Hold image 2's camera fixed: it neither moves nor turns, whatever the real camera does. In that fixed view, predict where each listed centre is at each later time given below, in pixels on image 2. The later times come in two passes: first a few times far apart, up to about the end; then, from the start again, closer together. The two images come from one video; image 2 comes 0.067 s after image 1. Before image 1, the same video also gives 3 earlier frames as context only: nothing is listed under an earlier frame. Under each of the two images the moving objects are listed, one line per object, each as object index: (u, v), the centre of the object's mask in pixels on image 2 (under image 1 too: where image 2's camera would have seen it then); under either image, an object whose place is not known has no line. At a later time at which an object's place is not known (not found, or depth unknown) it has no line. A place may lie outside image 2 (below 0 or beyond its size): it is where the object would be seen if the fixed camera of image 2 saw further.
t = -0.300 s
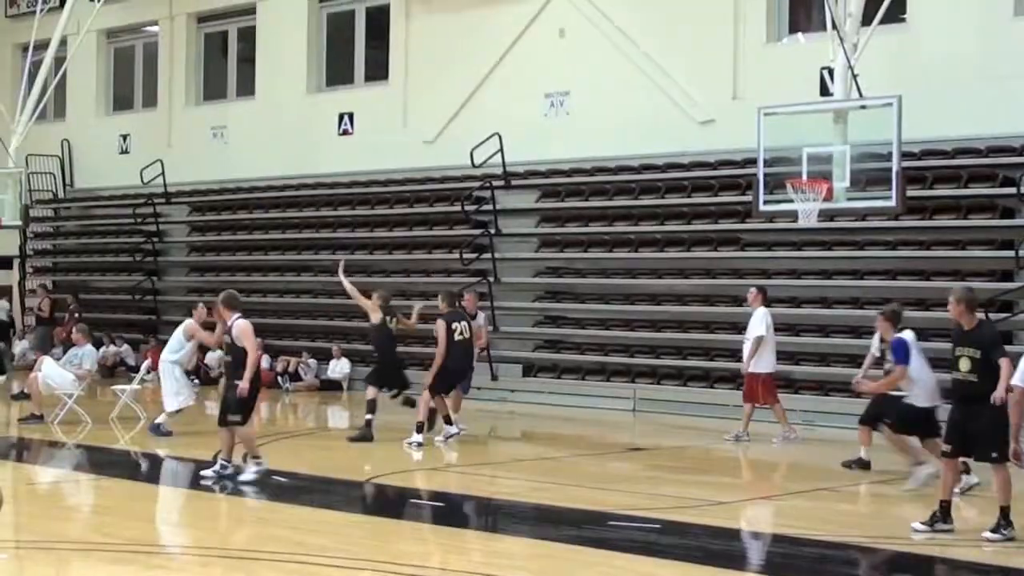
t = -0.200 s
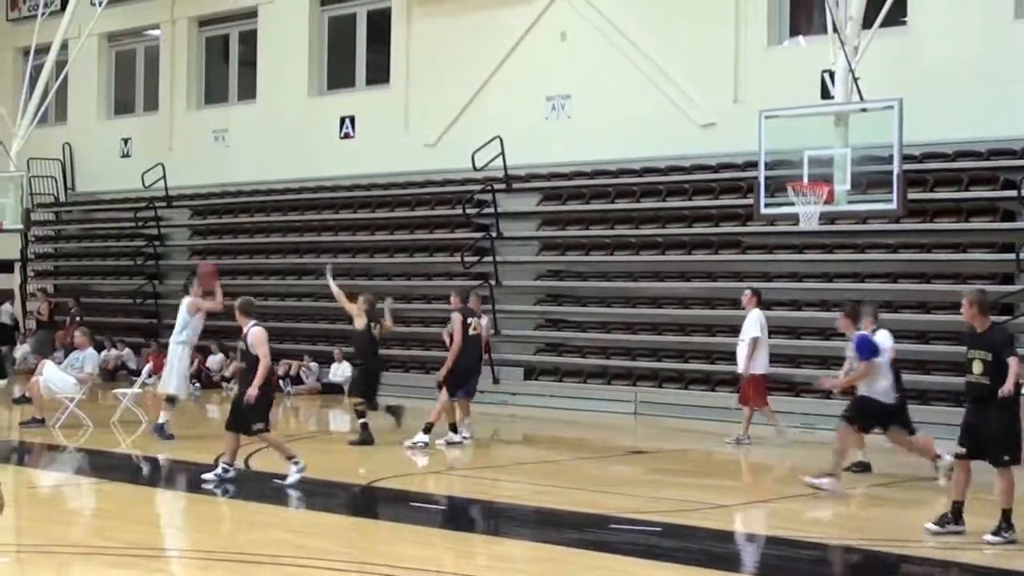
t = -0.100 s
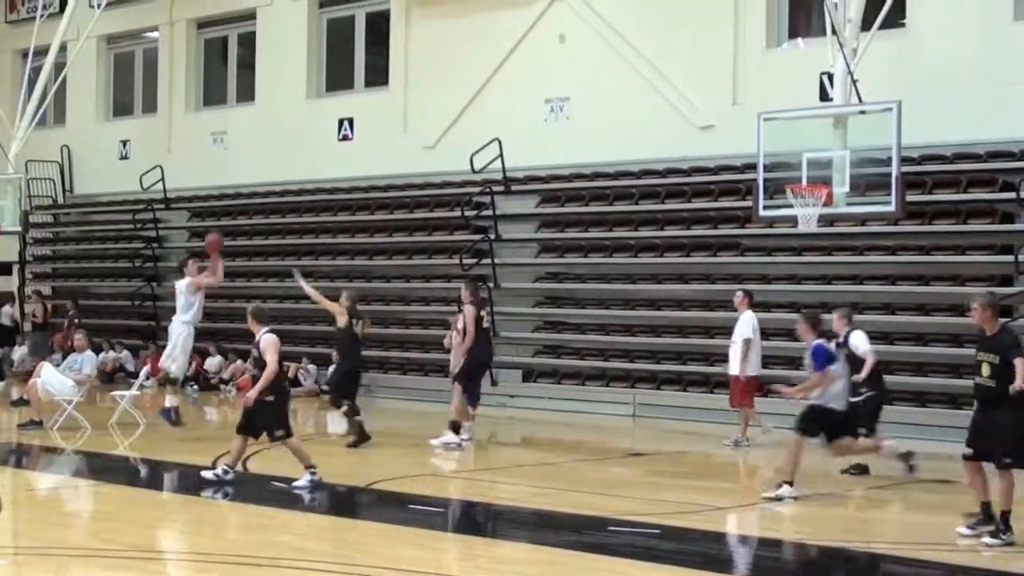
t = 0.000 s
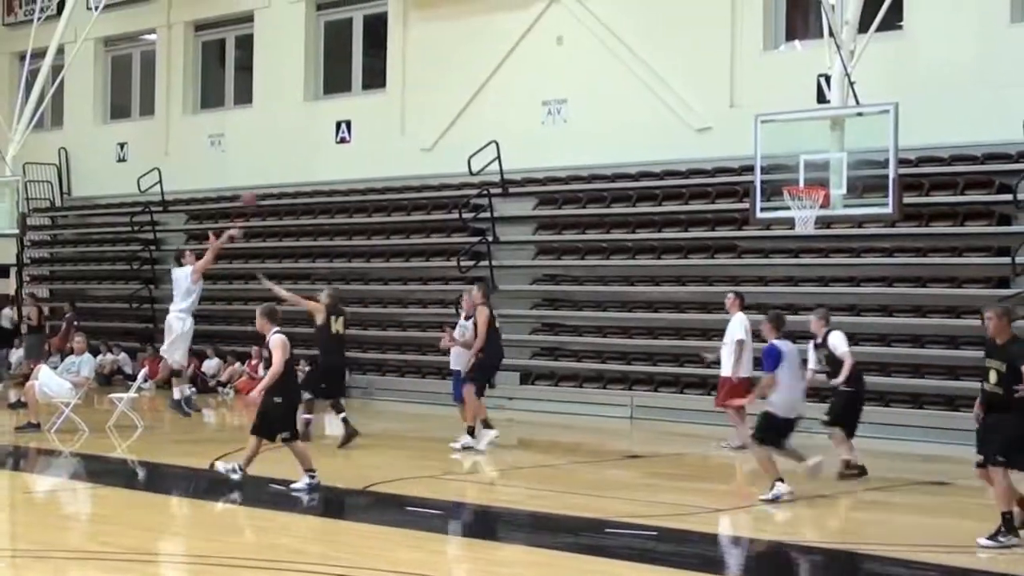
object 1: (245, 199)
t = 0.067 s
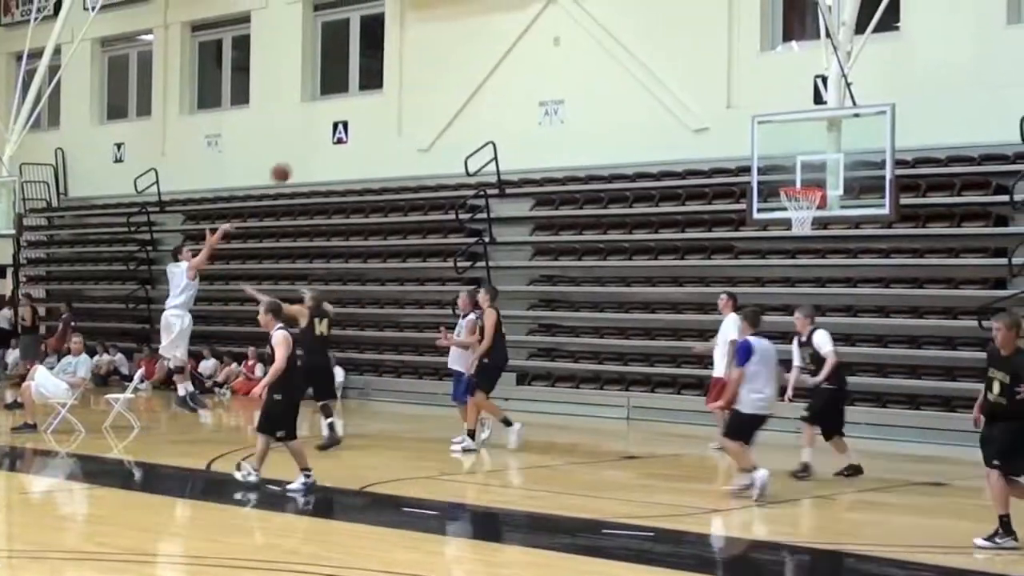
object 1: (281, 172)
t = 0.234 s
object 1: (364, 116)
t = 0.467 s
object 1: (484, 74)
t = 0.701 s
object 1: (605, 78)
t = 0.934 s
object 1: (729, 128)
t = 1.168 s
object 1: (807, 186)
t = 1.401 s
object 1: (794, 206)
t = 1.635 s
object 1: (796, 226)
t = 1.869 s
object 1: (807, 258)
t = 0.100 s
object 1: (297, 160)
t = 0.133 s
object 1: (314, 147)
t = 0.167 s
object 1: (329, 136)
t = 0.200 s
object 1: (348, 126)
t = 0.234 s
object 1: (364, 116)
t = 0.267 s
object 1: (381, 107)
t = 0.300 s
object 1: (398, 100)
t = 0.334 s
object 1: (415, 93)
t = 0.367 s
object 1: (432, 87)
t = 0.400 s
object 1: (449, 82)
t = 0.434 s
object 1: (466, 77)
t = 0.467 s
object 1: (484, 74)
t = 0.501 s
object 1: (501, 72)
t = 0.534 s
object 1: (518, 71)
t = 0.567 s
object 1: (535, 70)
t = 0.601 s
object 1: (553, 71)
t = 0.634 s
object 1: (570, 72)
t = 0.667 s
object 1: (588, 75)
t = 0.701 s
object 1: (605, 78)
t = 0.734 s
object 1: (623, 82)
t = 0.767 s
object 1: (640, 88)
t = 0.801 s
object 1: (658, 94)
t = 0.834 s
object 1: (676, 101)
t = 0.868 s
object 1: (694, 108)
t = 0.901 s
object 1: (711, 118)
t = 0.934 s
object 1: (729, 128)
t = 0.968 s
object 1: (747, 139)
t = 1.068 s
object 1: (804, 178)
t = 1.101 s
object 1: (811, 185)
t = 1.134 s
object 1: (808, 186)
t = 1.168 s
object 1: (807, 186)
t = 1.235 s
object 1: (806, 199)
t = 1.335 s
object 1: (806, 216)
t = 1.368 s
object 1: (795, 208)
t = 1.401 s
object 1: (794, 206)
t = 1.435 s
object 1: (792, 205)
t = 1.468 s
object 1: (793, 206)
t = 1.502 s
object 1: (793, 208)
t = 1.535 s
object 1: (794, 211)
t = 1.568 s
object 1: (795, 215)
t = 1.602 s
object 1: (796, 215)
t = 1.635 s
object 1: (796, 226)
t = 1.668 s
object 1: (798, 227)
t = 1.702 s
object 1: (801, 232)
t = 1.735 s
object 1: (804, 235)
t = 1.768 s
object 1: (805, 237)
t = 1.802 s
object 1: (806, 242)
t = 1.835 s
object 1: (806, 251)
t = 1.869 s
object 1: (807, 258)
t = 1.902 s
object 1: (811, 270)
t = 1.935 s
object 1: (813, 280)
